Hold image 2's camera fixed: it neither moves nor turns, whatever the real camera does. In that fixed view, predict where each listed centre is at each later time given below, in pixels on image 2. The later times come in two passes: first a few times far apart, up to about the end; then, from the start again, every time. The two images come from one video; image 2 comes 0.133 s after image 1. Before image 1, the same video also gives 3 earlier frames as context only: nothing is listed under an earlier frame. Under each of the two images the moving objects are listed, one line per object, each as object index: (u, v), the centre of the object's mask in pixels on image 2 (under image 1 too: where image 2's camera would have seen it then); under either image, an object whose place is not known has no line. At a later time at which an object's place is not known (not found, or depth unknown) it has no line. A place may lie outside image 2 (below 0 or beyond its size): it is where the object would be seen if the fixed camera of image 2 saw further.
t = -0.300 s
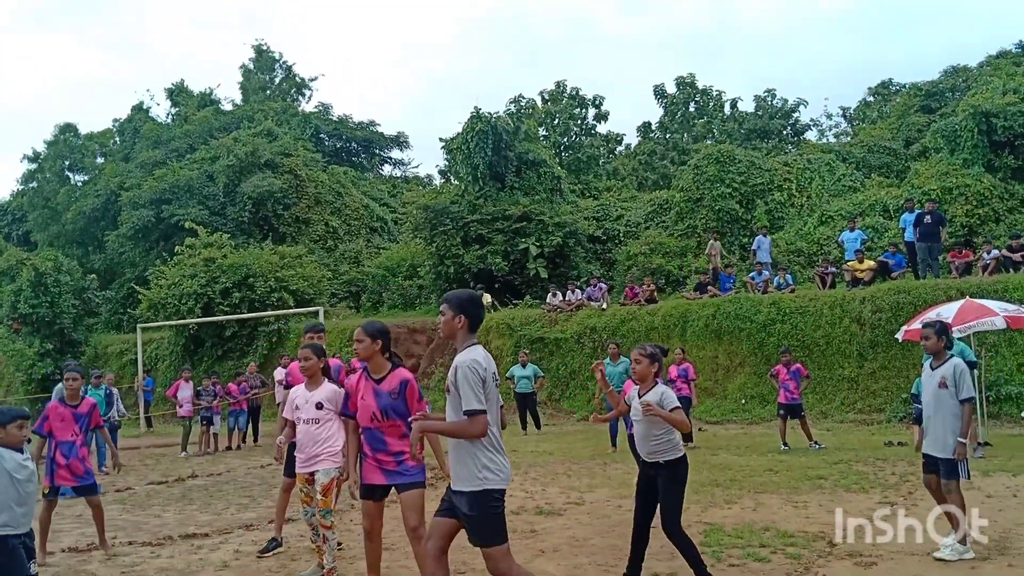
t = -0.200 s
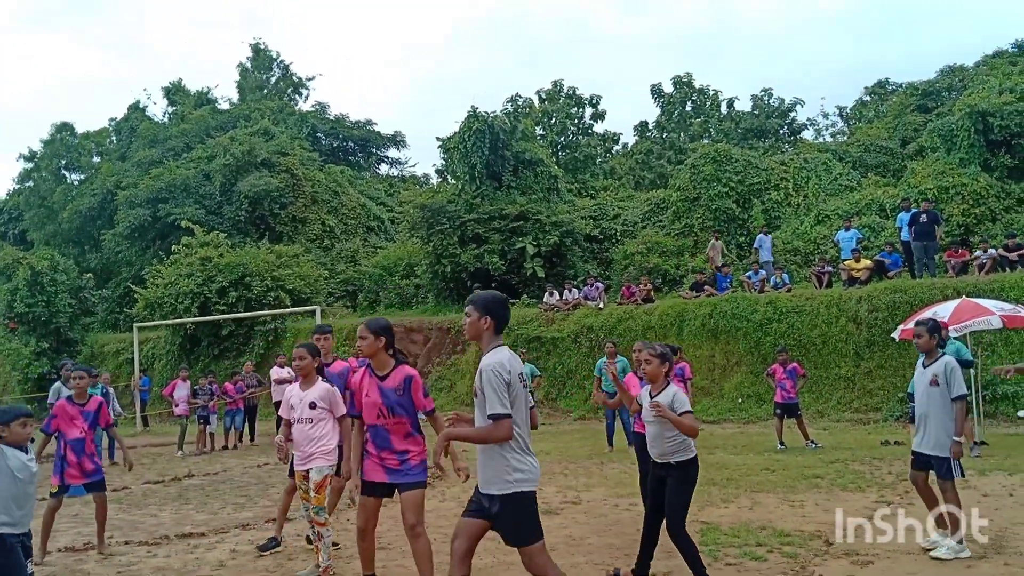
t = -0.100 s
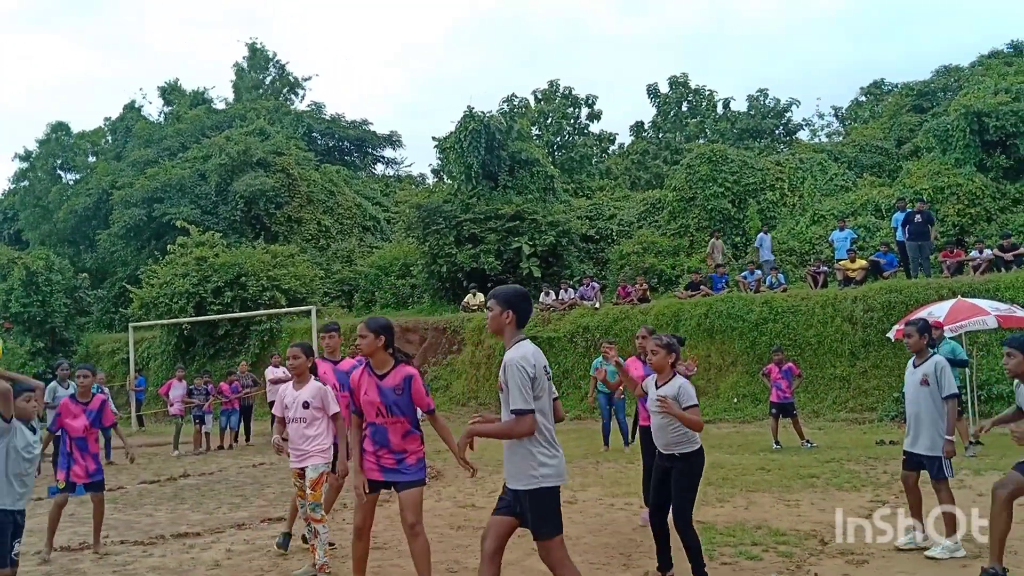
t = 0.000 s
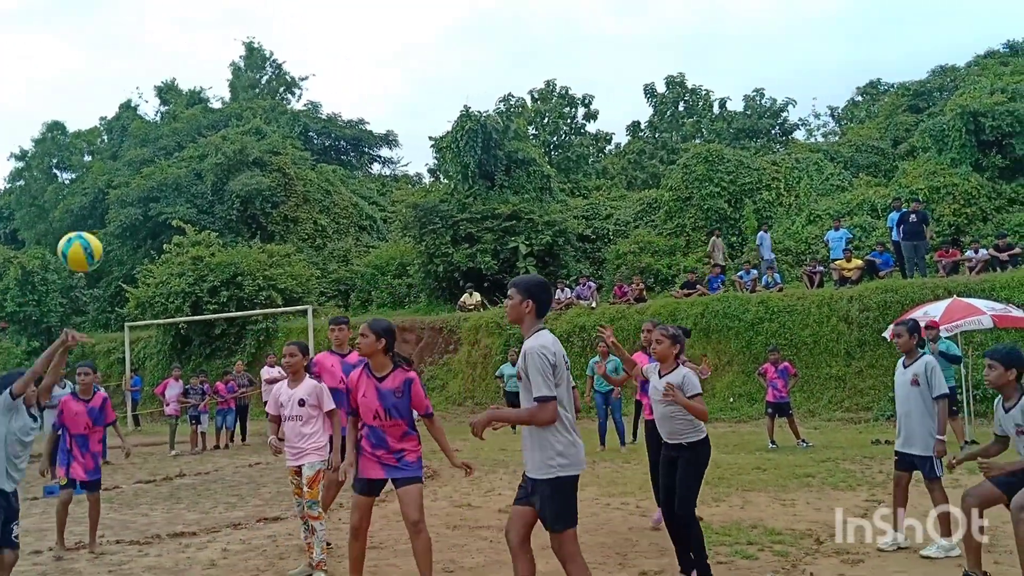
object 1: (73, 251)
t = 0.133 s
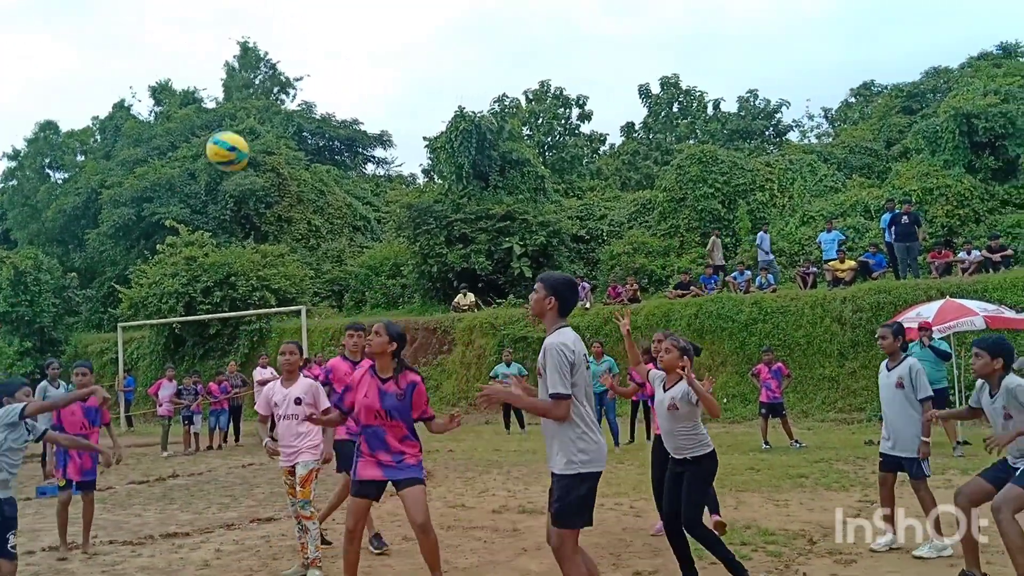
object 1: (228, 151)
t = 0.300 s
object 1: (407, 78)
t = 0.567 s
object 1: (668, 69)
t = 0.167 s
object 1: (265, 131)
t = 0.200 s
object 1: (302, 115)
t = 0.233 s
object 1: (337, 101)
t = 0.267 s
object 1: (373, 88)
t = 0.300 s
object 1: (407, 78)
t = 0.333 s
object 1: (441, 70)
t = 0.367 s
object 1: (474, 64)
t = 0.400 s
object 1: (507, 60)
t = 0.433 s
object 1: (540, 59)
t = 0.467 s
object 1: (572, 58)
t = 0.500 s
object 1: (604, 60)
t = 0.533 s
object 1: (636, 64)
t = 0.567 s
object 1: (668, 69)
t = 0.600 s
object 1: (699, 76)
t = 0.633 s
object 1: (731, 85)
